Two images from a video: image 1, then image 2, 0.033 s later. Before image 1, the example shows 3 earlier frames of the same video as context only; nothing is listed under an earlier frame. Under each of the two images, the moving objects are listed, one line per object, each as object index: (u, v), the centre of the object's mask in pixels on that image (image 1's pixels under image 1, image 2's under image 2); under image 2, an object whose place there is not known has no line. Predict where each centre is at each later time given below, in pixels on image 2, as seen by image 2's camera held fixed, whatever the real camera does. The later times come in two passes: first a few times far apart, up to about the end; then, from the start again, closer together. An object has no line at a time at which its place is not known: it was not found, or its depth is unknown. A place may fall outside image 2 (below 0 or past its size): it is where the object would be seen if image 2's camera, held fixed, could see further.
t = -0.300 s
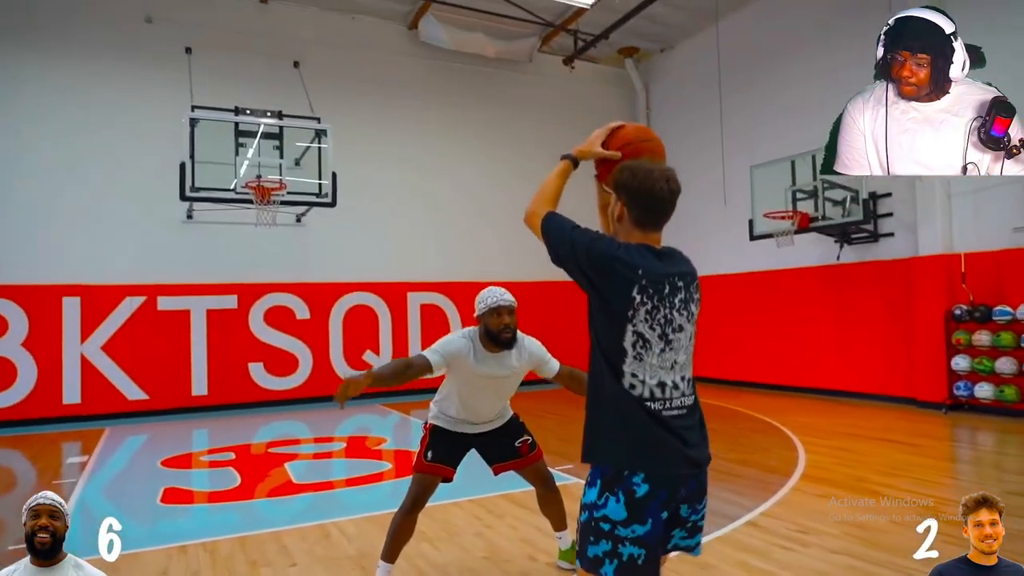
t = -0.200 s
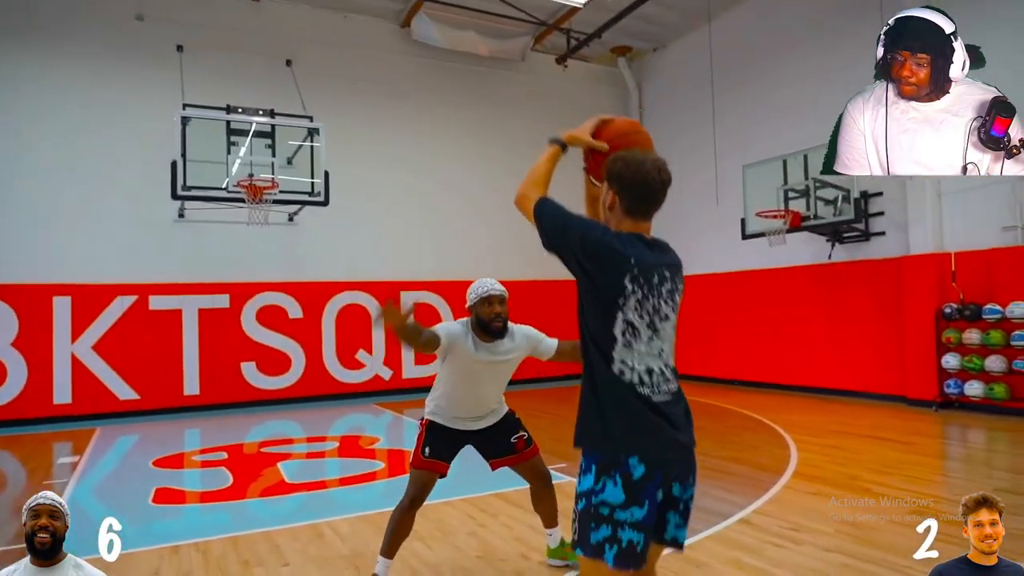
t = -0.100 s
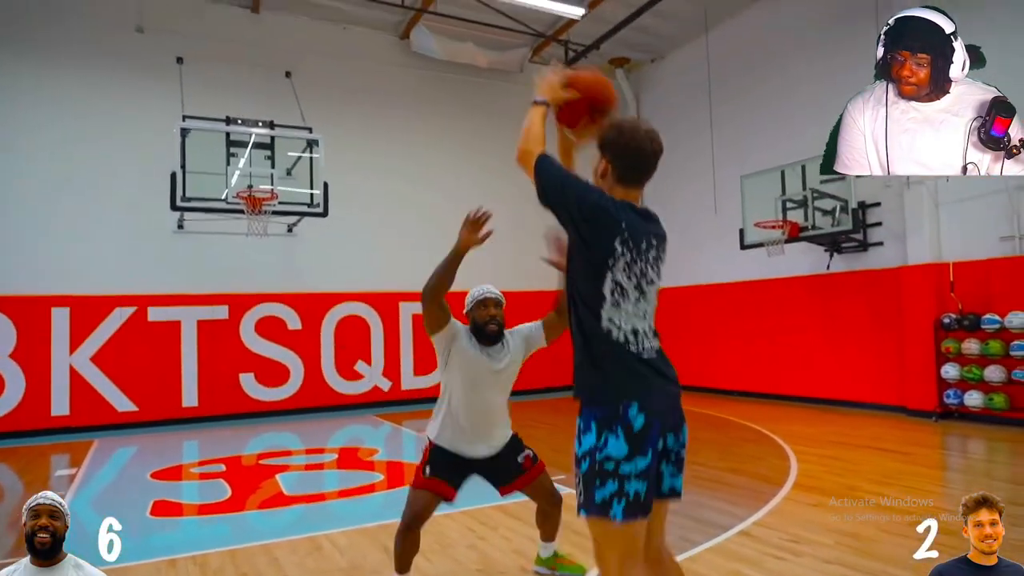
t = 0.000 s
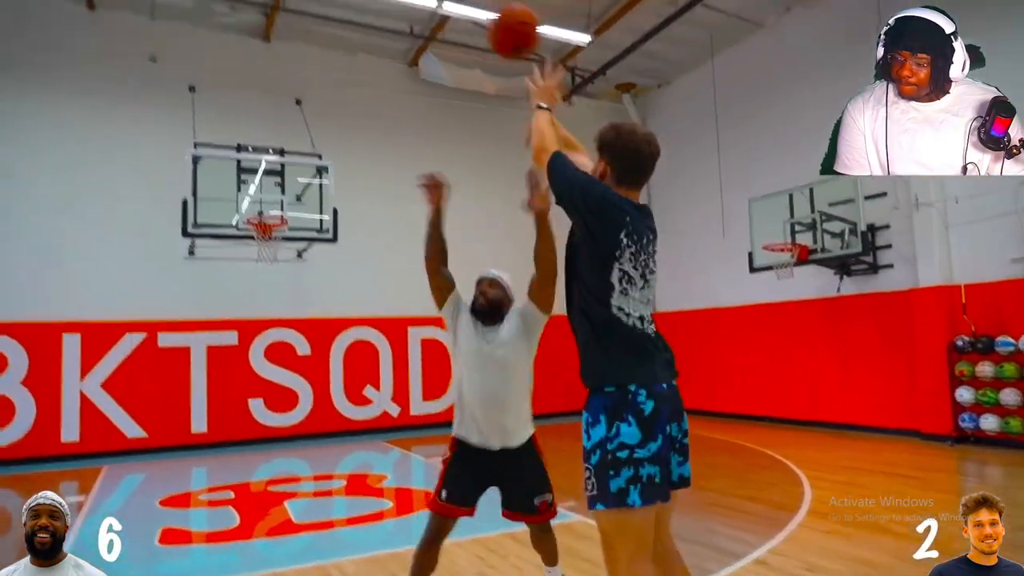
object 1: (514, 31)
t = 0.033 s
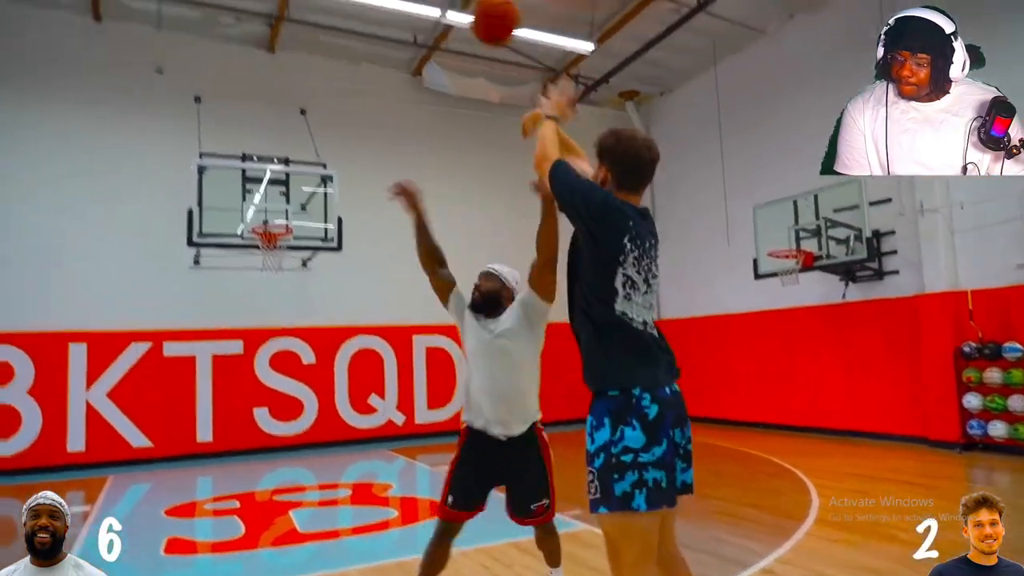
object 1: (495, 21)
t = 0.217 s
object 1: (407, -34)
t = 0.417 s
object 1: (354, -24)
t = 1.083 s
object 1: (267, 196)
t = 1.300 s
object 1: (264, 182)
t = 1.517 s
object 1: (266, 150)
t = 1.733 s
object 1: (269, 151)
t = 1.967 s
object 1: (273, 194)
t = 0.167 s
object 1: (426, -28)
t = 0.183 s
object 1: (420, -30)
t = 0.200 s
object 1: (414, -32)
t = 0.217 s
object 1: (407, -34)
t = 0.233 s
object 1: (402, -35)
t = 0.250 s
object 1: (397, -36)
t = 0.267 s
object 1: (392, -36)
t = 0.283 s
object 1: (387, -36)
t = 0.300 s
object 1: (382, -36)
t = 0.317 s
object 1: (378, -34)
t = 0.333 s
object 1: (373, -32)
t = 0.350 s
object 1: (369, -31)
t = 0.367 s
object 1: (365, -30)
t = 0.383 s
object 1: (362, -27)
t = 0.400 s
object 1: (358, -26)
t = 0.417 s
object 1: (354, -24)
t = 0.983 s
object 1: (276, 153)
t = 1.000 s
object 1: (275, 160)
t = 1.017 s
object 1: (273, 167)
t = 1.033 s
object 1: (271, 175)
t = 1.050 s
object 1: (270, 181)
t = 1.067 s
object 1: (268, 188)
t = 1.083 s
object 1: (267, 196)
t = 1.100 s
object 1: (266, 204)
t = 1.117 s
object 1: (264, 210)
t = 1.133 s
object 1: (263, 218)
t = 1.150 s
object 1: (262, 225)
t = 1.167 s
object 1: (263, 220)
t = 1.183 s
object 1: (263, 215)
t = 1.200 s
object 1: (263, 209)
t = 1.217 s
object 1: (263, 203)
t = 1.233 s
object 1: (264, 199)
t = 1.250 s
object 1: (264, 194)
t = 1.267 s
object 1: (264, 190)
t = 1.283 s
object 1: (263, 186)
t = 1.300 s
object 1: (264, 182)
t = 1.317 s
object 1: (263, 177)
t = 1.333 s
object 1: (263, 176)
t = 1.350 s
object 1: (263, 174)
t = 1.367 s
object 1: (264, 170)
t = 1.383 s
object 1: (264, 166)
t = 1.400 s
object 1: (264, 162)
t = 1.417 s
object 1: (265, 160)
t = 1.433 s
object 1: (265, 158)
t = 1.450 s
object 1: (265, 156)
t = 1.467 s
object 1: (265, 155)
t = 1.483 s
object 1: (265, 153)
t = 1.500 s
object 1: (266, 152)
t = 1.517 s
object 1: (266, 150)
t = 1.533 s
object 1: (266, 148)
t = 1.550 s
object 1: (266, 147)
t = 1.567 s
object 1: (267, 147)
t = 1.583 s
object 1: (267, 146)
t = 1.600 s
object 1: (267, 146)
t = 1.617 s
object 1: (267, 146)
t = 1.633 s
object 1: (267, 146)
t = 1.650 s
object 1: (268, 146)
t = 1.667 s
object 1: (268, 147)
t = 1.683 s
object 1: (269, 147)
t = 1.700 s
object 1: (269, 148)
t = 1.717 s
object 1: (269, 149)
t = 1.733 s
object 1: (269, 151)
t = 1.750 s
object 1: (270, 152)
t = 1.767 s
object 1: (270, 154)
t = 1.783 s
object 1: (270, 156)
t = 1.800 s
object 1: (270, 158)
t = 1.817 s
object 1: (271, 161)
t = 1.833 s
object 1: (271, 164)
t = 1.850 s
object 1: (271, 167)
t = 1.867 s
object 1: (271, 170)
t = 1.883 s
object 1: (272, 173)
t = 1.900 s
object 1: (272, 177)
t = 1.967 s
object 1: (273, 194)
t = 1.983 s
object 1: (273, 198)
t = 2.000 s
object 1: (274, 204)
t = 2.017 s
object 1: (275, 209)
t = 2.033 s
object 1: (275, 214)
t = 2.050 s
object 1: (275, 220)
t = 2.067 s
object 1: (275, 225)
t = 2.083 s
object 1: (279, 230)
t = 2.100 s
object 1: (274, 239)
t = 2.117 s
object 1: (276, 248)
